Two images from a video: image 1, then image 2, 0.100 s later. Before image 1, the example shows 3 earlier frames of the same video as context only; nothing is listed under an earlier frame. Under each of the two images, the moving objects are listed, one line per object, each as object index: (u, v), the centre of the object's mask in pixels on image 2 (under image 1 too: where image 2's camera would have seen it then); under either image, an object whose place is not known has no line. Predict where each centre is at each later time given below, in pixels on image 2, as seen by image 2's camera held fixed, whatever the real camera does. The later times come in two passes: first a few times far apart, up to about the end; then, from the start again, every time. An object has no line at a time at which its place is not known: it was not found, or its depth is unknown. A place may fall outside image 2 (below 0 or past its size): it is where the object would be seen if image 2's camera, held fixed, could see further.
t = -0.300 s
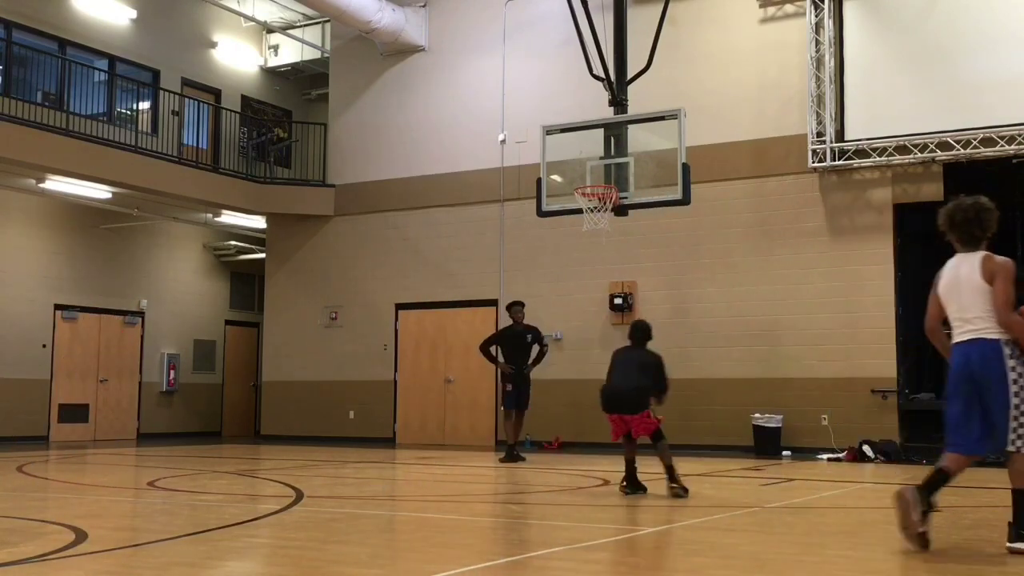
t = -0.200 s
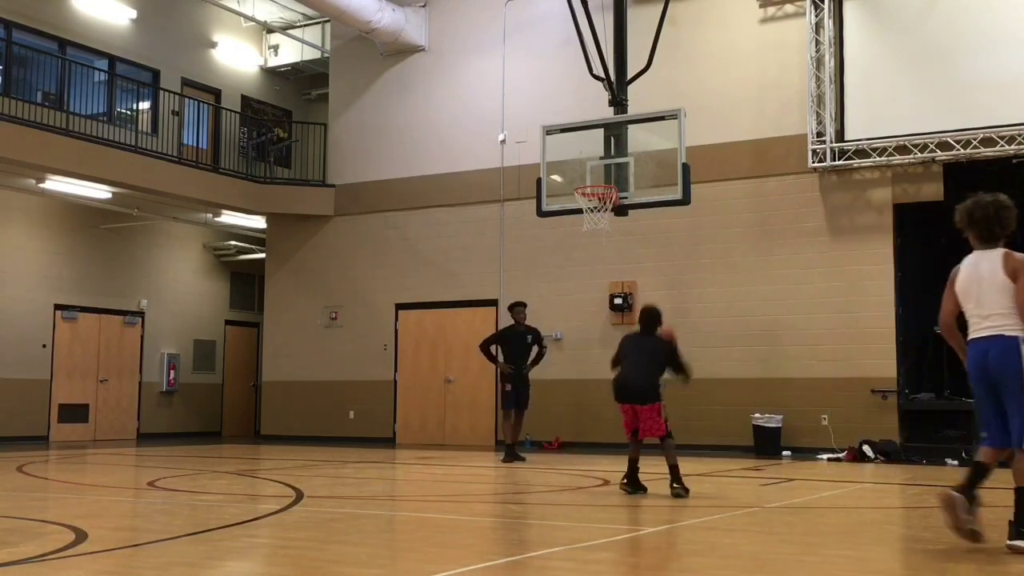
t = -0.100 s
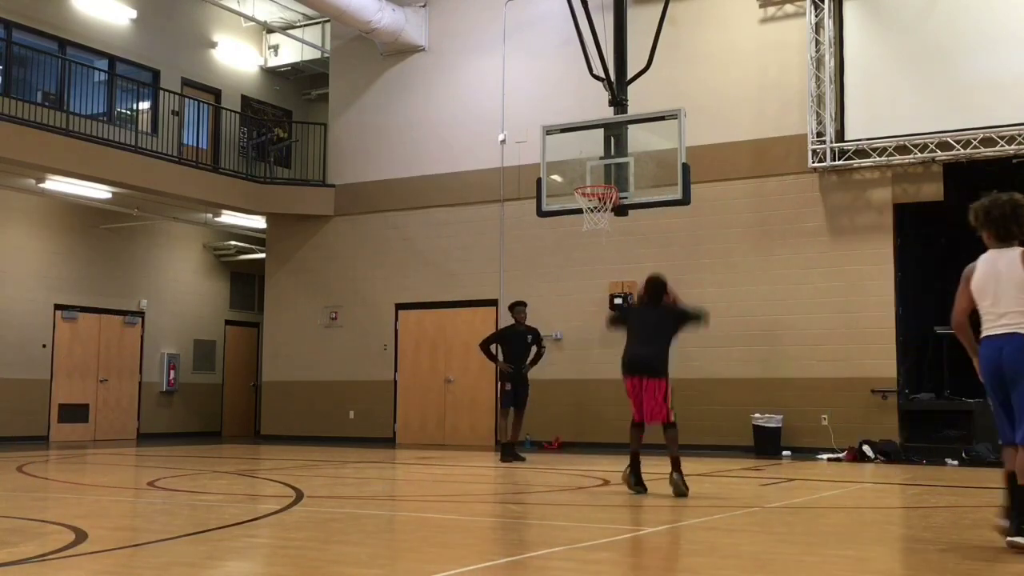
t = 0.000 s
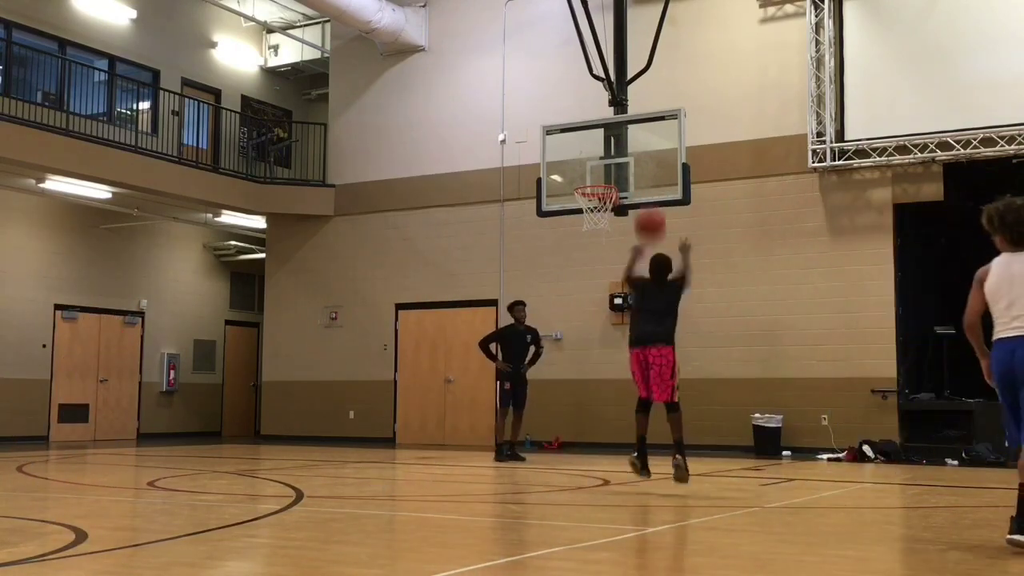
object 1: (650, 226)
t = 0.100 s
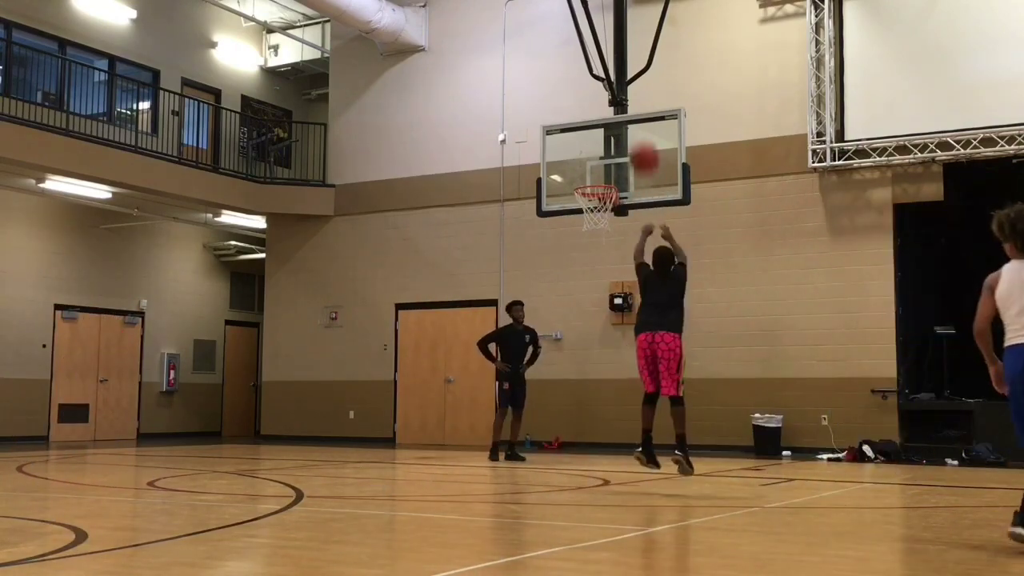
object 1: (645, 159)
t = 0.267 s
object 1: (636, 87)
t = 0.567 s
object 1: (622, 48)
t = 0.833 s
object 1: (612, 87)
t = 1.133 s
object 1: (602, 189)
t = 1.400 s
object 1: (599, 222)
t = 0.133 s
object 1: (643, 141)
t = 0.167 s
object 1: (641, 124)
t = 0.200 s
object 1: (639, 110)
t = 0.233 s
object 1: (638, 97)
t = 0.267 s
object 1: (636, 87)
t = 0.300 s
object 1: (633, 77)
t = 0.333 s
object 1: (632, 69)
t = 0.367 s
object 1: (630, 62)
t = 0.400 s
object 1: (629, 57)
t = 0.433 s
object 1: (627, 53)
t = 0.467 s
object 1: (626, 50)
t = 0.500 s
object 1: (625, 48)
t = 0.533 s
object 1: (623, 48)
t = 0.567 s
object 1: (622, 48)
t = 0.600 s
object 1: (620, 50)
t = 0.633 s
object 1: (619, 52)
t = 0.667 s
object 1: (618, 56)
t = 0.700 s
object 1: (617, 60)
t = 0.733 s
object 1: (616, 65)
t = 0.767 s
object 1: (615, 72)
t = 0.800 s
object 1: (614, 79)
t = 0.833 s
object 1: (612, 87)
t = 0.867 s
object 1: (611, 96)
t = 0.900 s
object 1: (610, 105)
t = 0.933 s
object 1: (609, 116)
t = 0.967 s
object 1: (608, 127)
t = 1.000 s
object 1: (607, 139)
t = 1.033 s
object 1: (605, 152)
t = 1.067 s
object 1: (605, 165)
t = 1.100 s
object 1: (604, 178)
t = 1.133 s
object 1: (602, 189)
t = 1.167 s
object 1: (592, 195)
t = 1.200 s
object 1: (582, 200)
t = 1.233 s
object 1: (582, 201)
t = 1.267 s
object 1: (587, 206)
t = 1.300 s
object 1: (589, 210)
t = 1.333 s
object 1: (592, 213)
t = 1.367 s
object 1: (596, 216)
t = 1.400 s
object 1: (599, 222)
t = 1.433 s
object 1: (602, 223)
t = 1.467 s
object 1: (605, 226)
